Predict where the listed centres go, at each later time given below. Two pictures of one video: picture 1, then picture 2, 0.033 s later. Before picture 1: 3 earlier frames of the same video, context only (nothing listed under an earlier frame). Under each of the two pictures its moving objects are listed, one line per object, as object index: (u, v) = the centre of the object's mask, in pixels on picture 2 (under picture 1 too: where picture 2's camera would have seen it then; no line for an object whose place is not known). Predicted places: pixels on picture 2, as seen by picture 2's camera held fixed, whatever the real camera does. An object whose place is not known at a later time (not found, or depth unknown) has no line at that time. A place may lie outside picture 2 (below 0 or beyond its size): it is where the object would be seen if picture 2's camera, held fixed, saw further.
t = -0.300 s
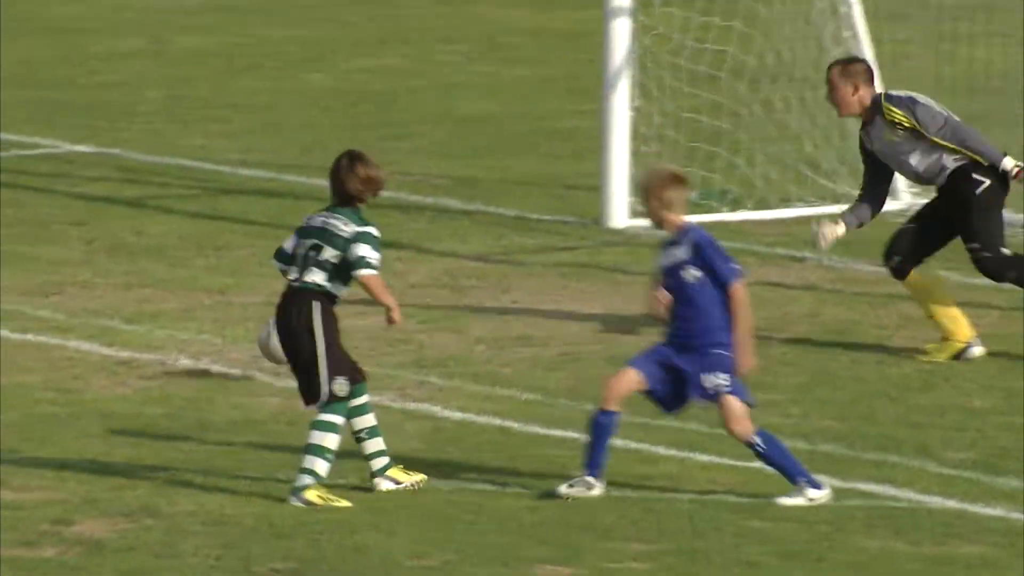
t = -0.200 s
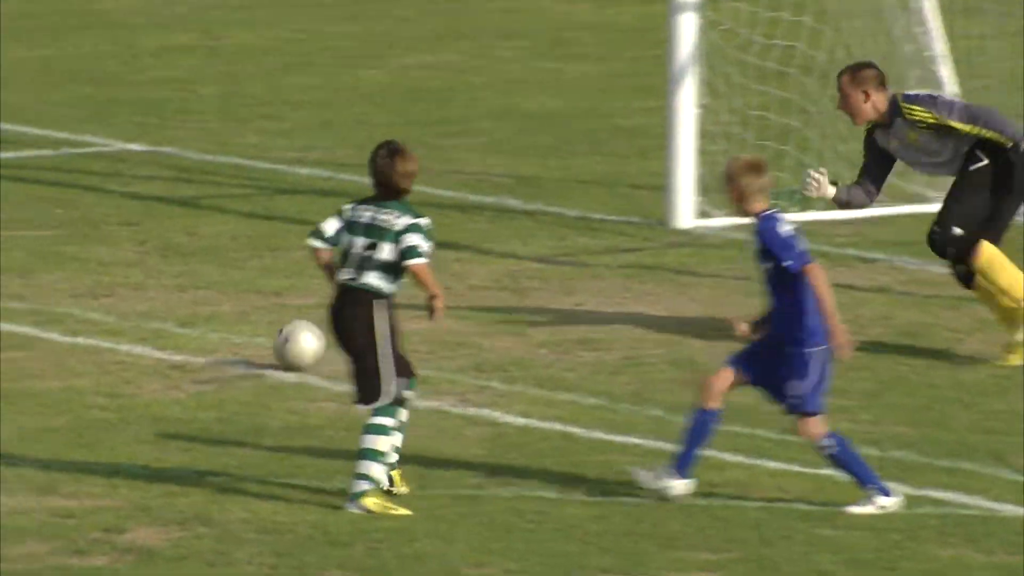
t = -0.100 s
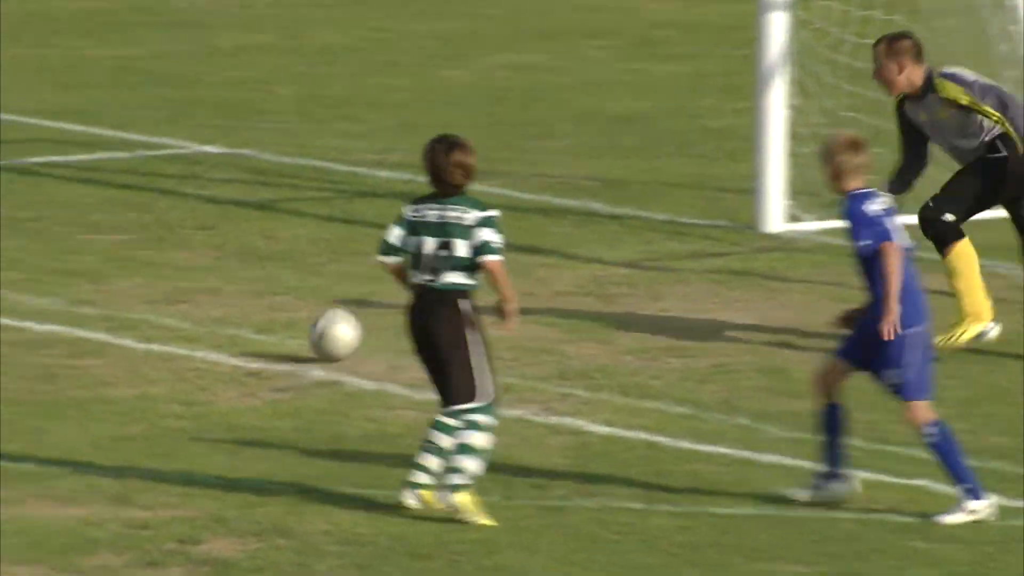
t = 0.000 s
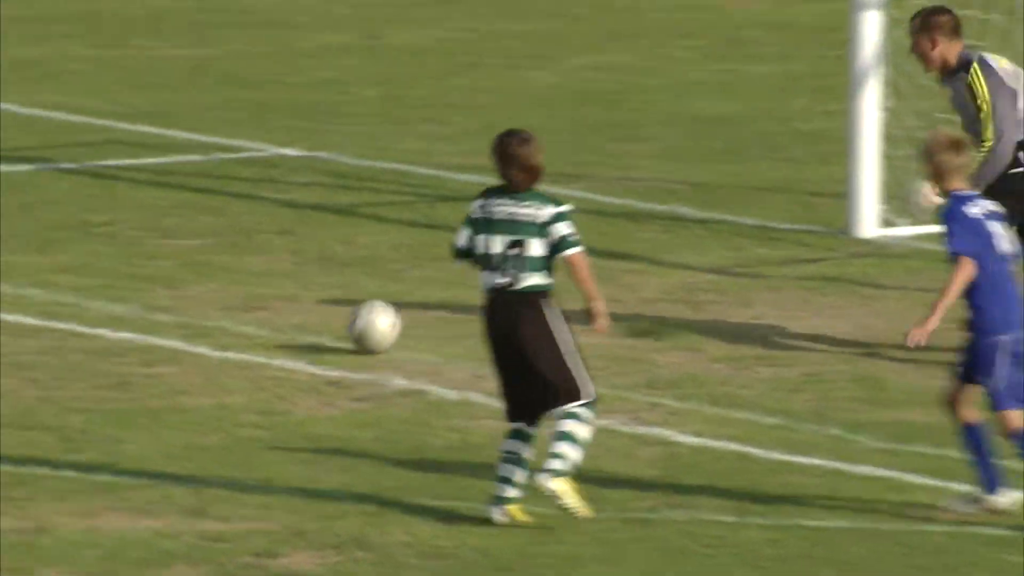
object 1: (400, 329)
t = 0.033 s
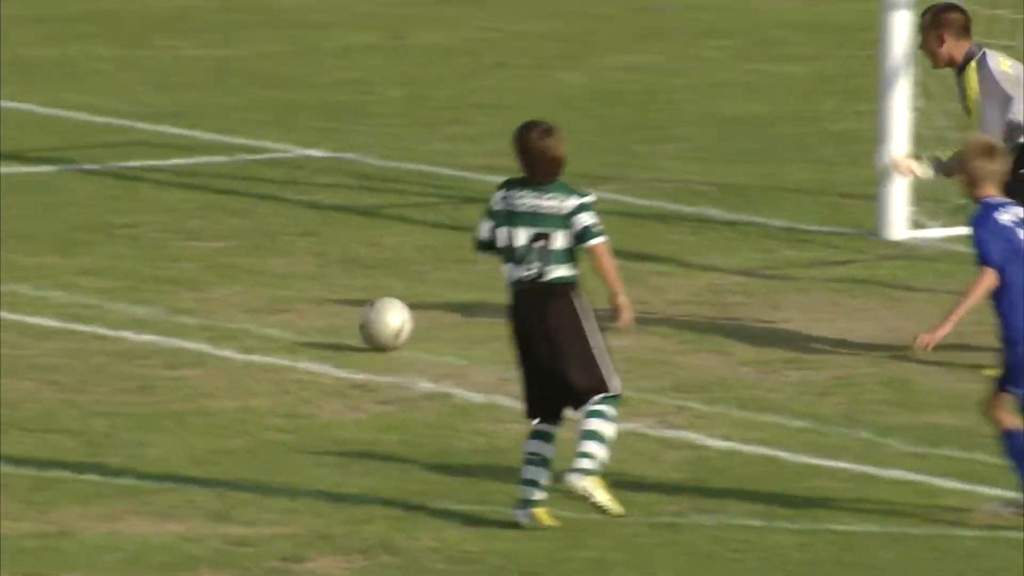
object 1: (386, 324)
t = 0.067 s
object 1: (372, 322)
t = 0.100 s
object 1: (359, 315)
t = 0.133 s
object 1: (345, 307)
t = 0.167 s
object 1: (332, 303)
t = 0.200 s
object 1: (318, 302)
